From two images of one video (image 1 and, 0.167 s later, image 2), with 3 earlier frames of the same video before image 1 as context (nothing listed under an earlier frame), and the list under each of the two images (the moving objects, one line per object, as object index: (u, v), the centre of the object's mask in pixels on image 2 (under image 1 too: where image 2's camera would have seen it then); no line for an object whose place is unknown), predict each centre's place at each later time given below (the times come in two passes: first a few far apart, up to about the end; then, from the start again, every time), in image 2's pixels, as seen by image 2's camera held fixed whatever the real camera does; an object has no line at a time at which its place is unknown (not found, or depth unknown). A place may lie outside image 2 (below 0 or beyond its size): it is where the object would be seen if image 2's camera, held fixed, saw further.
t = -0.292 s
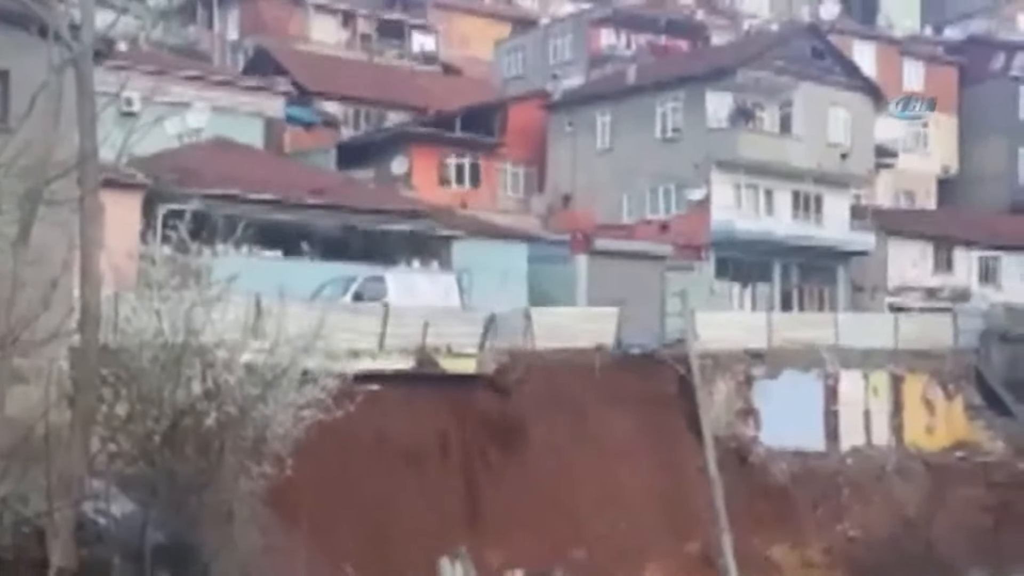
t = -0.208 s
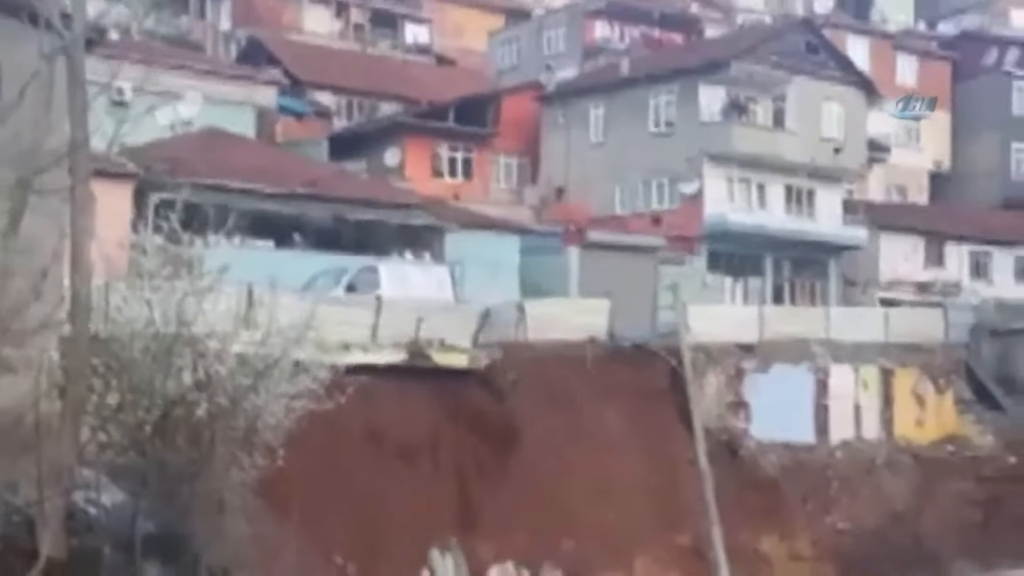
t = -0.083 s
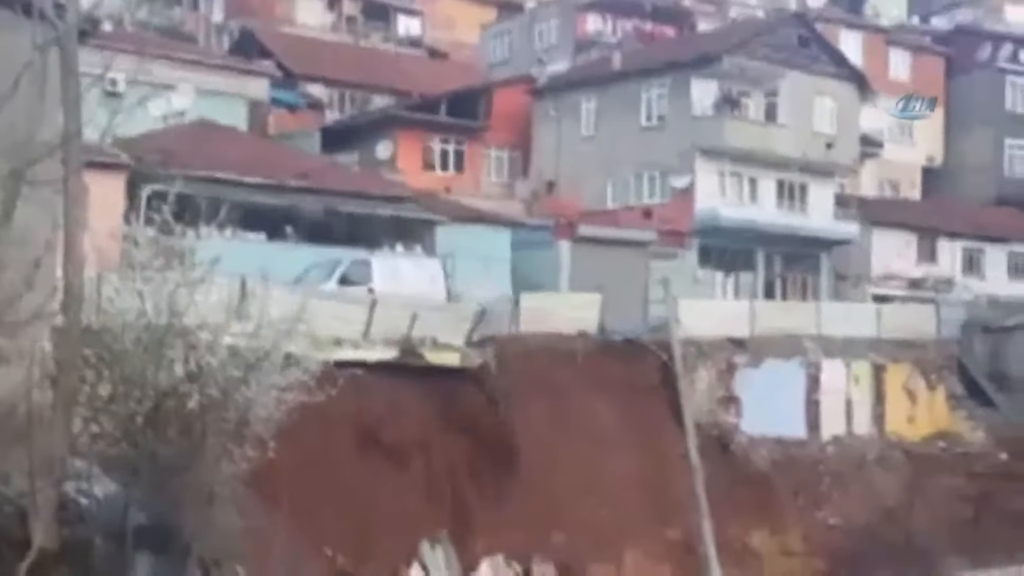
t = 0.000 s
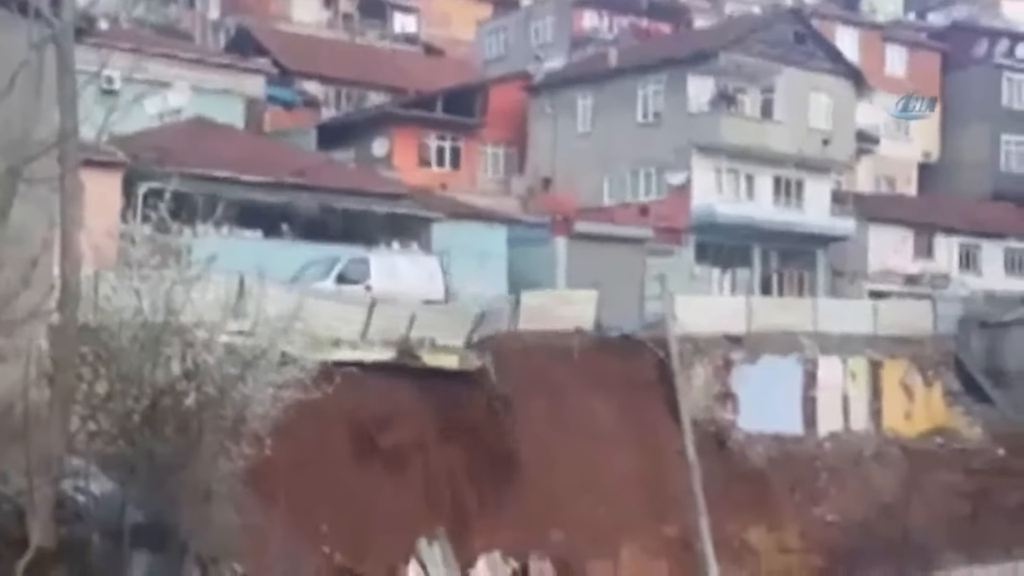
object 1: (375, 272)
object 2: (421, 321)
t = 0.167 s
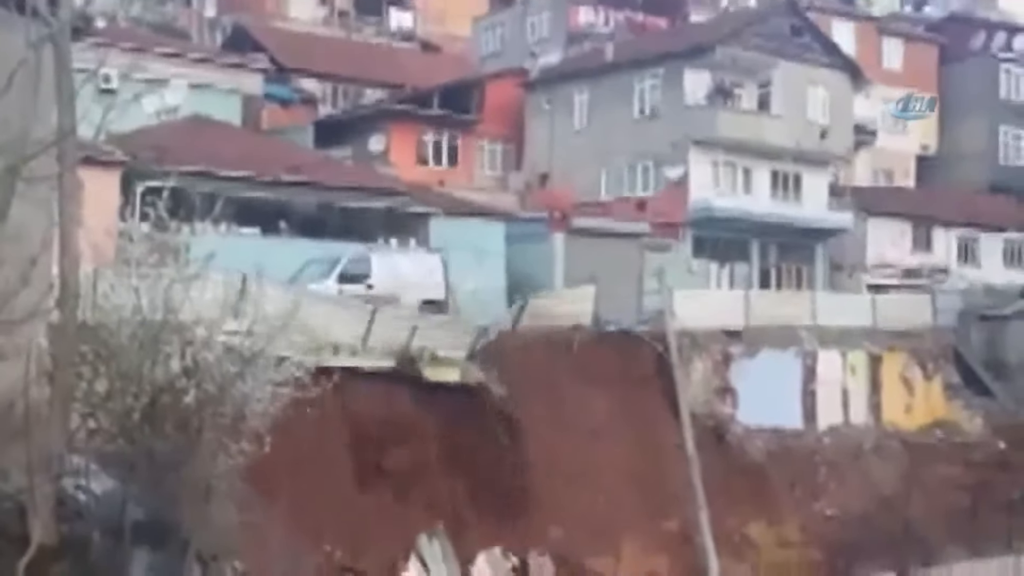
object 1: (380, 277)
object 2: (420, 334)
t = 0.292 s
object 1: (382, 283)
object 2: (422, 347)
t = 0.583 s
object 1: (377, 300)
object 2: (423, 387)
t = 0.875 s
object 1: (385, 306)
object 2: (408, 420)
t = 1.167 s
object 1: (399, 336)
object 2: (385, 463)
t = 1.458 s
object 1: (421, 382)
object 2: (367, 532)
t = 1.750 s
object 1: (442, 459)
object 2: (368, 618)
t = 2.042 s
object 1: (470, 516)
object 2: (361, 634)
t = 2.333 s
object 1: (509, 550)
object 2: (359, 651)
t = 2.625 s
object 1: (539, 604)
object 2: (387, 675)
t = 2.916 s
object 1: (605, 663)
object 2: (396, 679)
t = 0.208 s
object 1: (381, 279)
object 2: (421, 337)
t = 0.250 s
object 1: (381, 280)
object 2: (421, 342)
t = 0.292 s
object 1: (382, 283)
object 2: (422, 347)
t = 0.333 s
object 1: (383, 285)
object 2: (419, 354)
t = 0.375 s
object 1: (383, 290)
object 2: (420, 359)
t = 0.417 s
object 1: (381, 294)
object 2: (421, 365)
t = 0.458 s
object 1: (382, 293)
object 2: (421, 370)
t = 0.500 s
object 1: (374, 301)
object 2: (422, 376)
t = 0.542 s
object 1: (377, 296)
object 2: (424, 381)
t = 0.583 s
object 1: (377, 300)
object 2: (423, 387)
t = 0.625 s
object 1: (377, 297)
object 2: (422, 393)
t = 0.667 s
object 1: (378, 298)
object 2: (422, 398)
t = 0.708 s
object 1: (379, 299)
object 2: (421, 402)
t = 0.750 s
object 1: (380, 300)
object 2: (419, 406)
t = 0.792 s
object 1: (383, 301)
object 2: (415, 410)
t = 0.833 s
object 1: (383, 304)
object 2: (411, 415)
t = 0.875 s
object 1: (385, 306)
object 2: (408, 420)
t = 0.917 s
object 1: (386, 307)
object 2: (405, 426)
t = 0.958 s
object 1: (388, 312)
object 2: (400, 434)
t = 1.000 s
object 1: (392, 316)
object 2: (396, 440)
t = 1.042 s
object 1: (391, 322)
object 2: (392, 447)
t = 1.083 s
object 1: (394, 324)
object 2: (389, 453)
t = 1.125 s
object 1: (397, 332)
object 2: (387, 459)
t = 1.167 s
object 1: (399, 336)
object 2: (385, 463)
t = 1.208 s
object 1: (400, 342)
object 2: (382, 468)
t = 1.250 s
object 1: (401, 350)
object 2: (379, 476)
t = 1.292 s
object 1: (406, 355)
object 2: (377, 485)
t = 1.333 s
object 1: (411, 360)
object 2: (375, 496)
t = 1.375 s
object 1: (413, 366)
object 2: (372, 510)
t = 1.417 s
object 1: (417, 374)
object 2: (371, 523)
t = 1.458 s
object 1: (421, 382)
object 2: (367, 532)
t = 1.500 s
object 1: (418, 392)
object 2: (365, 544)
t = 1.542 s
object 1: (418, 400)
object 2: (365, 560)
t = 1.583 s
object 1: (425, 408)
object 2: (365, 571)
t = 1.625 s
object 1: (427, 420)
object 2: (367, 582)
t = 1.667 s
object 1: (434, 431)
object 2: (366, 594)
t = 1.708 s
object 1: (442, 443)
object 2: (366, 605)
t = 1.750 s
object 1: (442, 459)
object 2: (368, 618)
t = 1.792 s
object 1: (444, 473)
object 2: (369, 623)
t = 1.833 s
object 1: (448, 478)
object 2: (368, 625)
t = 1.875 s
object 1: (451, 487)
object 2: (366, 629)
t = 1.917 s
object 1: (453, 496)
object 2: (366, 631)
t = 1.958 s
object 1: (458, 503)
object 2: (366, 632)
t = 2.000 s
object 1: (463, 510)
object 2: (364, 633)
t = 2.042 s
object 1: (470, 516)
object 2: (361, 634)
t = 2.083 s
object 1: (474, 521)
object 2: (359, 637)
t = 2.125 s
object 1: (479, 527)
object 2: (359, 640)
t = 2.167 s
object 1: (481, 530)
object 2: (356, 641)
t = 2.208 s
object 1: (490, 532)
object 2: (354, 643)
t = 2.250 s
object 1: (491, 539)
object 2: (355, 646)
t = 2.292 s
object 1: (504, 543)
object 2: (356, 649)
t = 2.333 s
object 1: (509, 550)
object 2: (359, 651)
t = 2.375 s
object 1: (515, 557)
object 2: (362, 655)
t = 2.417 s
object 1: (520, 564)
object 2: (365, 660)
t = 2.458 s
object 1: (524, 572)
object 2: (371, 666)
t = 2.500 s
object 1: (527, 580)
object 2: (382, 675)
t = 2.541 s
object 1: (530, 588)
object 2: (385, 676)
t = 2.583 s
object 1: (534, 596)
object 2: (385, 676)
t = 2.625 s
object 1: (539, 604)
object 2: (387, 675)
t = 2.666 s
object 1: (543, 609)
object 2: (390, 675)
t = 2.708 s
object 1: (544, 613)
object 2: (392, 676)
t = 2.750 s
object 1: (545, 617)
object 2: (393, 677)
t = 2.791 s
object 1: (549, 624)
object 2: (394, 678)
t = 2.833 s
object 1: (556, 634)
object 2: (395, 678)
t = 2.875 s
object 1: (561, 644)
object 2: (396, 679)
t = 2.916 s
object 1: (605, 663)
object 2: (396, 679)
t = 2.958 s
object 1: (613, 674)
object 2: (397, 679)
